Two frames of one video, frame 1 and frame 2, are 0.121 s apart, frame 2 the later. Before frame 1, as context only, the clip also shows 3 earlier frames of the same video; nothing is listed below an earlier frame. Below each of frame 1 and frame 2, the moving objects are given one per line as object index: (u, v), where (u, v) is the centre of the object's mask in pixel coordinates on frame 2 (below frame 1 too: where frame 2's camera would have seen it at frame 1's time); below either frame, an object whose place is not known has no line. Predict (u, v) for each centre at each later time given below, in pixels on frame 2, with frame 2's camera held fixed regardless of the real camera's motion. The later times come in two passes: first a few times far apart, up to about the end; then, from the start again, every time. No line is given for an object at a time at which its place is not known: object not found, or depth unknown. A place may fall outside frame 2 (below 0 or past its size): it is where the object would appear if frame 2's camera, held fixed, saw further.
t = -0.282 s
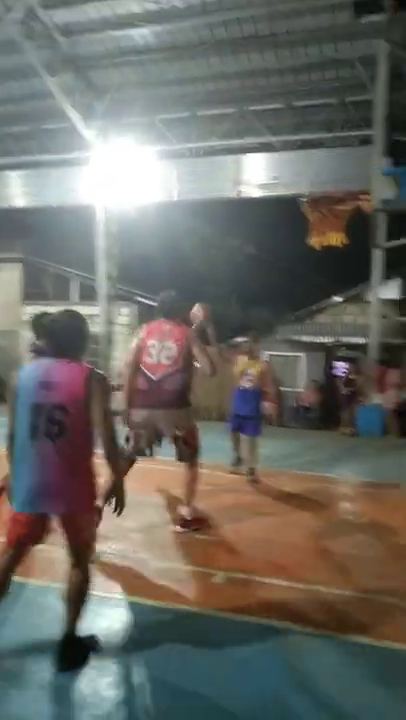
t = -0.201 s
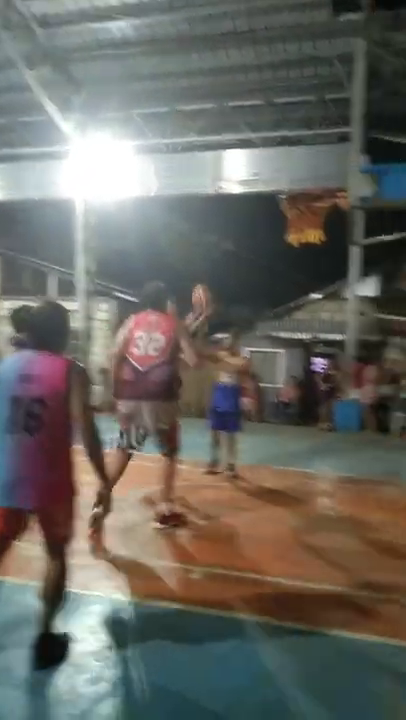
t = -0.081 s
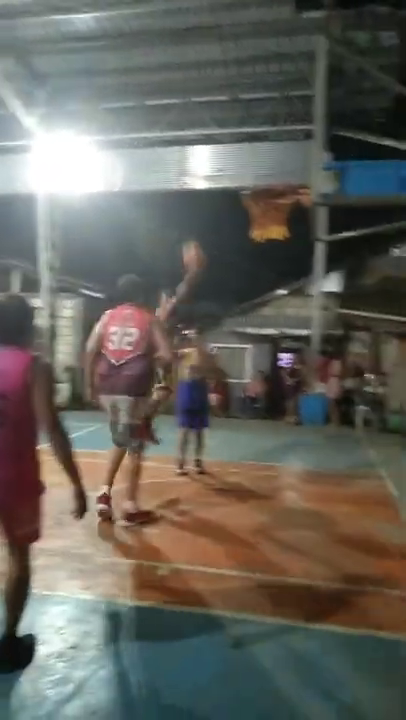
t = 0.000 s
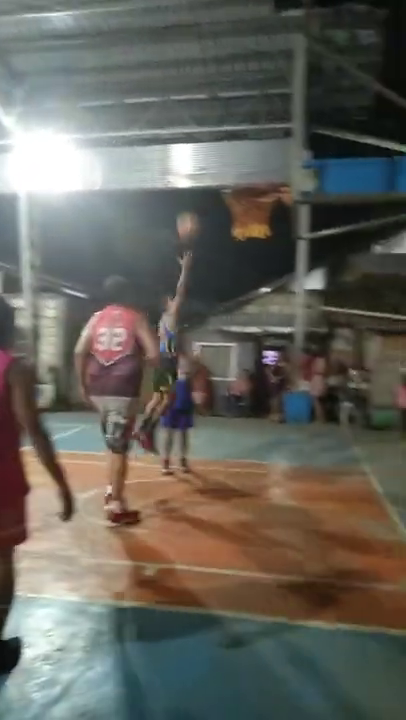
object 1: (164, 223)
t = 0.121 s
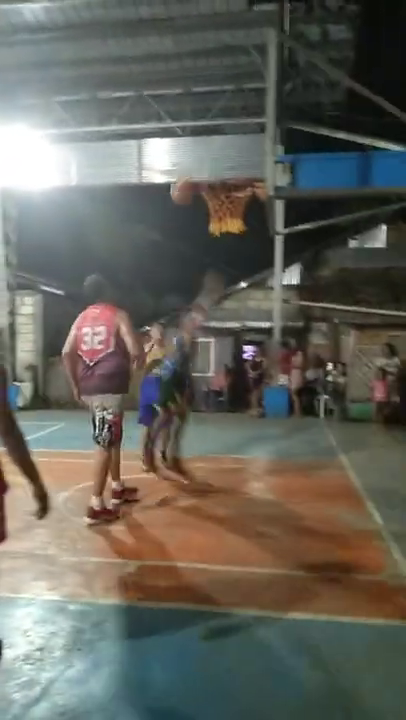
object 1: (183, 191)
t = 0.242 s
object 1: (200, 171)
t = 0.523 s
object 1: (238, 176)
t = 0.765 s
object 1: (213, 165)
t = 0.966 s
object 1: (201, 169)
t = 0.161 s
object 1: (188, 182)
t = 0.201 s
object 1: (195, 174)
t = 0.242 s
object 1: (200, 171)
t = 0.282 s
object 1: (206, 168)
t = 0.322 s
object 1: (213, 167)
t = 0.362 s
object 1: (219, 167)
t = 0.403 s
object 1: (227, 168)
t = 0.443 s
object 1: (235, 173)
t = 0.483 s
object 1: (238, 177)
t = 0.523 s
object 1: (238, 176)
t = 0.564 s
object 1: (234, 172)
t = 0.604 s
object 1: (230, 167)
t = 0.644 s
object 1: (224, 167)
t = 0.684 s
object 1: (219, 167)
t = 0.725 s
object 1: (215, 167)
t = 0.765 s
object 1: (213, 165)
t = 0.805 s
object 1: (211, 162)
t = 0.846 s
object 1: (208, 161)
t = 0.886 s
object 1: (206, 162)
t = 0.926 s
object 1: (204, 165)
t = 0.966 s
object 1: (201, 169)
